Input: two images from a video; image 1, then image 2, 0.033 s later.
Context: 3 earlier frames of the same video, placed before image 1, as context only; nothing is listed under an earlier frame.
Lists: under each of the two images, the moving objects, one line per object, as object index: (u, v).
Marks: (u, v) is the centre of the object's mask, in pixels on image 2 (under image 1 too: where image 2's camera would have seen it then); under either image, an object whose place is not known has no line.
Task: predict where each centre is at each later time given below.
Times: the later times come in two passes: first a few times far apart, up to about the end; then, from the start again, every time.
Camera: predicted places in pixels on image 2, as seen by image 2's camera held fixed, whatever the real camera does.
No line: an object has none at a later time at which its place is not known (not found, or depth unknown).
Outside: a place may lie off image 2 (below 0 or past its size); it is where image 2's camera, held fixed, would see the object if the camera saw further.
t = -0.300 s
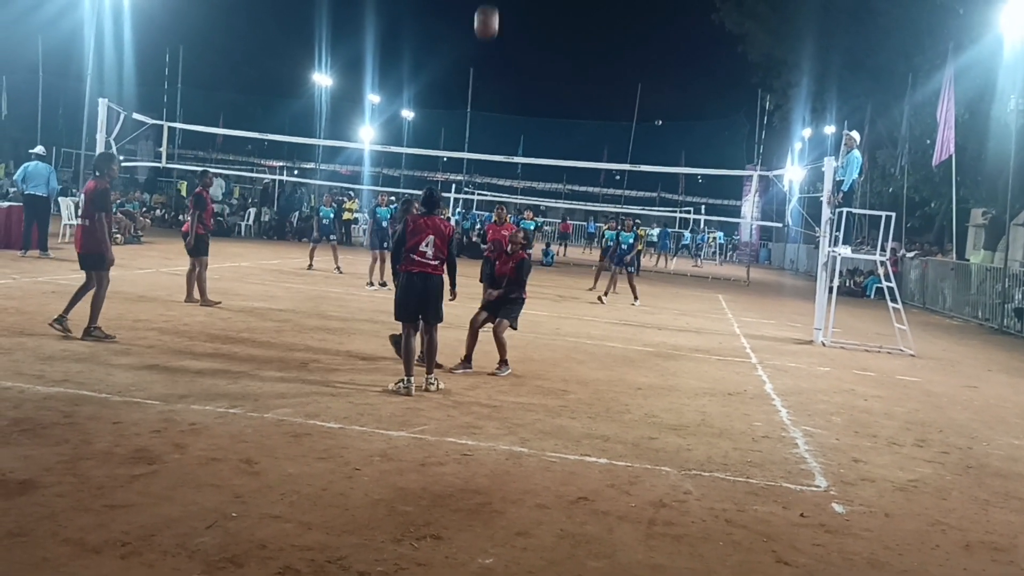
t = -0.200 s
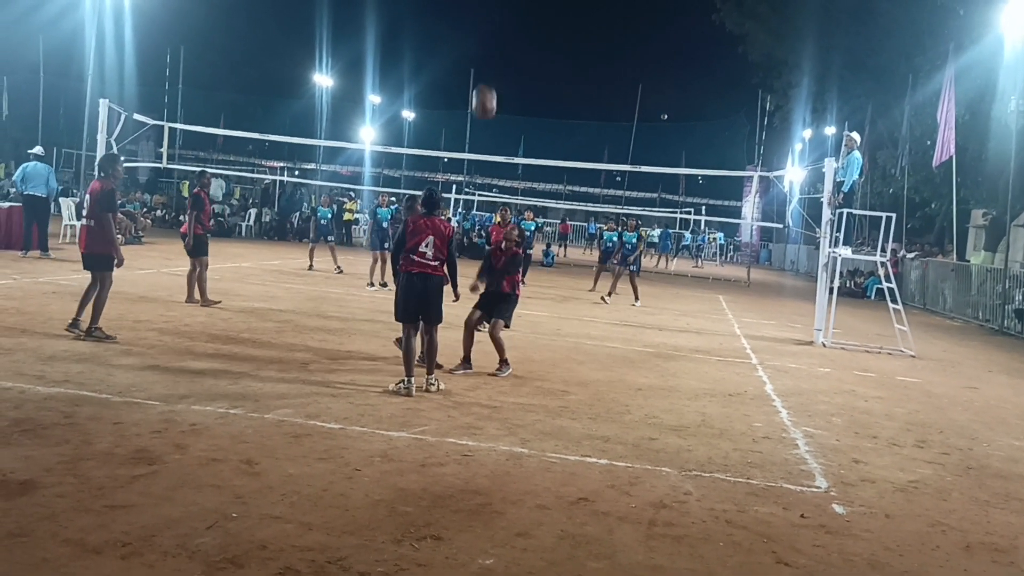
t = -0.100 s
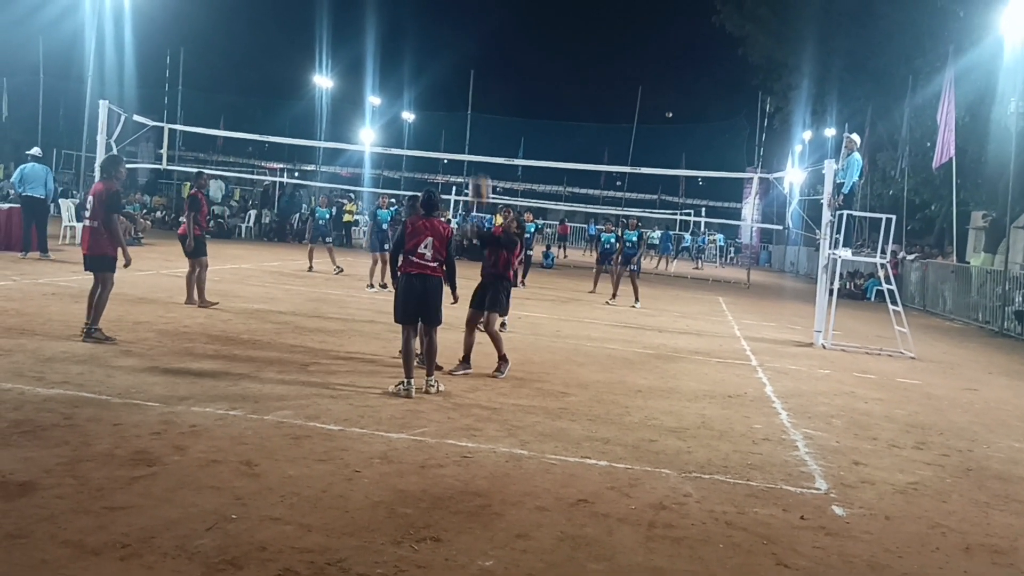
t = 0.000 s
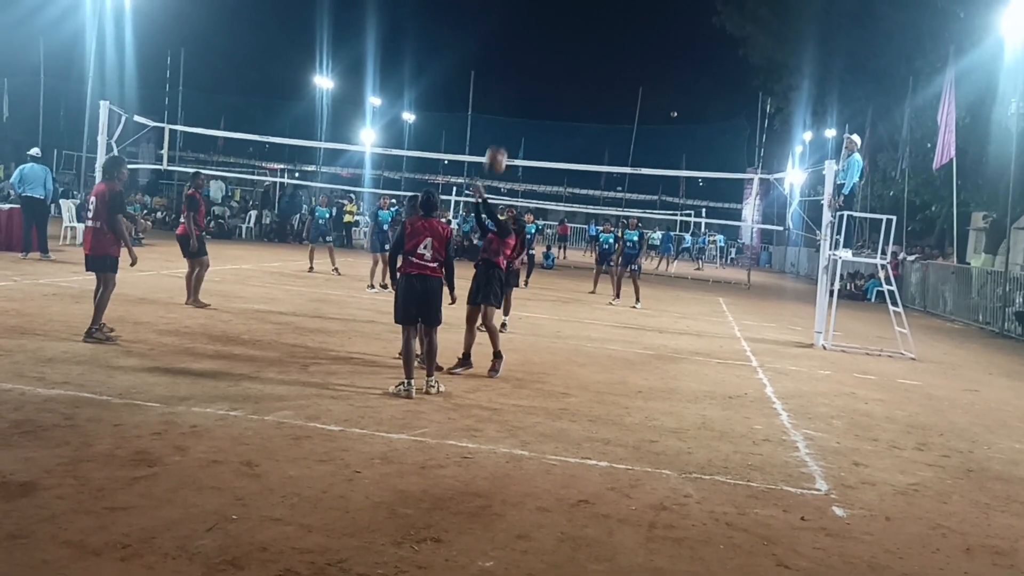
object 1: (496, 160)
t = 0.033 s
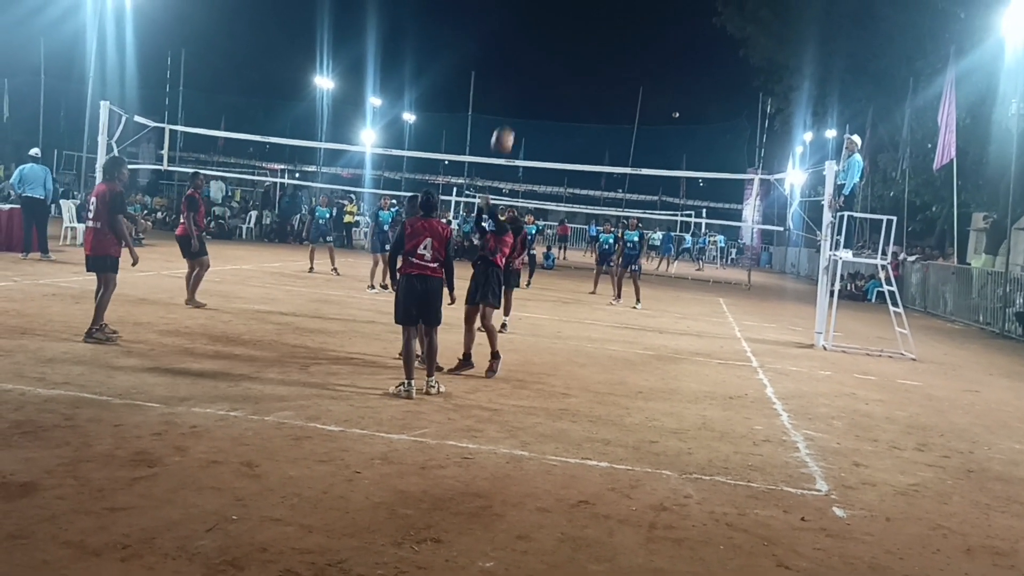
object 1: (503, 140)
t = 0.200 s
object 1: (528, 73)
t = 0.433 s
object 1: (553, 40)
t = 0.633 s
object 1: (566, 52)
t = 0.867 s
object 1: (575, 95)
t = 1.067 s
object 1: (578, 151)
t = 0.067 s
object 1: (509, 123)
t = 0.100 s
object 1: (514, 108)
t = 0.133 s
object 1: (519, 95)
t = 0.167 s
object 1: (524, 83)
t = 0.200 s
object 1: (528, 73)
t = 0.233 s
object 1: (532, 65)
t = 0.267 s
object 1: (536, 57)
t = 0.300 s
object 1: (540, 51)
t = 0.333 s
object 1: (544, 47)
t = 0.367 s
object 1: (547, 44)
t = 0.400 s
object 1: (550, 41)
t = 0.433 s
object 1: (553, 40)
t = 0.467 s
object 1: (555, 40)
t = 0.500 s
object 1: (558, 40)
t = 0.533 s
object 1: (560, 42)
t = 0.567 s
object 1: (562, 44)
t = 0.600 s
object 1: (565, 47)
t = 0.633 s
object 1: (566, 52)
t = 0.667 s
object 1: (568, 56)
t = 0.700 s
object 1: (569, 61)
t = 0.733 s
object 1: (571, 67)
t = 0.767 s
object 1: (572, 73)
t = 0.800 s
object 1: (573, 80)
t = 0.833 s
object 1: (574, 87)
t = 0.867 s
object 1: (575, 95)
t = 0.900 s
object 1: (575, 104)
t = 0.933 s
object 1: (576, 112)
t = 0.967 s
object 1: (576, 122)
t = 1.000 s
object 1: (577, 131)
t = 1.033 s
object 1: (578, 141)
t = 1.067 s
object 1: (578, 151)
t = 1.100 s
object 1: (578, 160)
